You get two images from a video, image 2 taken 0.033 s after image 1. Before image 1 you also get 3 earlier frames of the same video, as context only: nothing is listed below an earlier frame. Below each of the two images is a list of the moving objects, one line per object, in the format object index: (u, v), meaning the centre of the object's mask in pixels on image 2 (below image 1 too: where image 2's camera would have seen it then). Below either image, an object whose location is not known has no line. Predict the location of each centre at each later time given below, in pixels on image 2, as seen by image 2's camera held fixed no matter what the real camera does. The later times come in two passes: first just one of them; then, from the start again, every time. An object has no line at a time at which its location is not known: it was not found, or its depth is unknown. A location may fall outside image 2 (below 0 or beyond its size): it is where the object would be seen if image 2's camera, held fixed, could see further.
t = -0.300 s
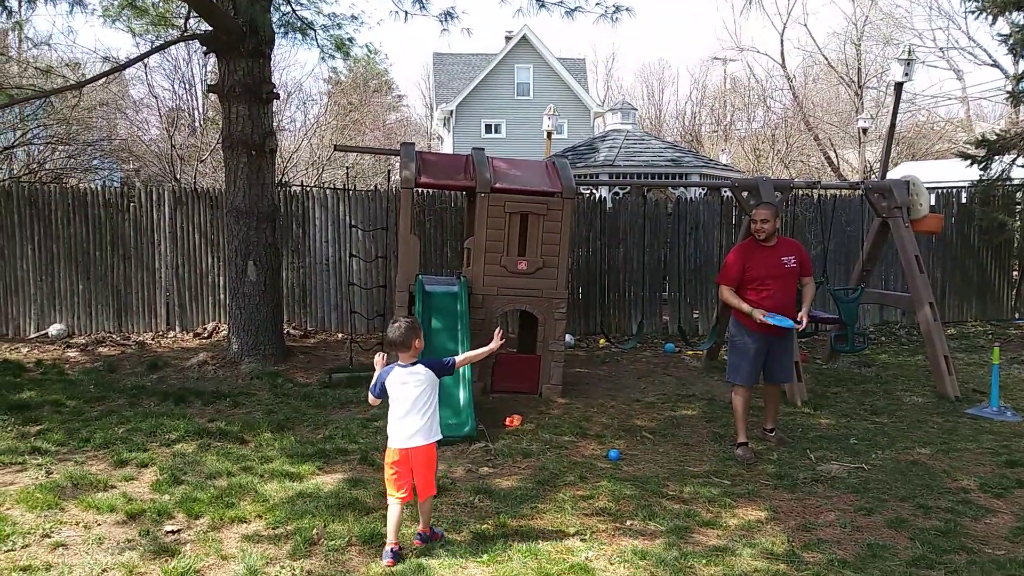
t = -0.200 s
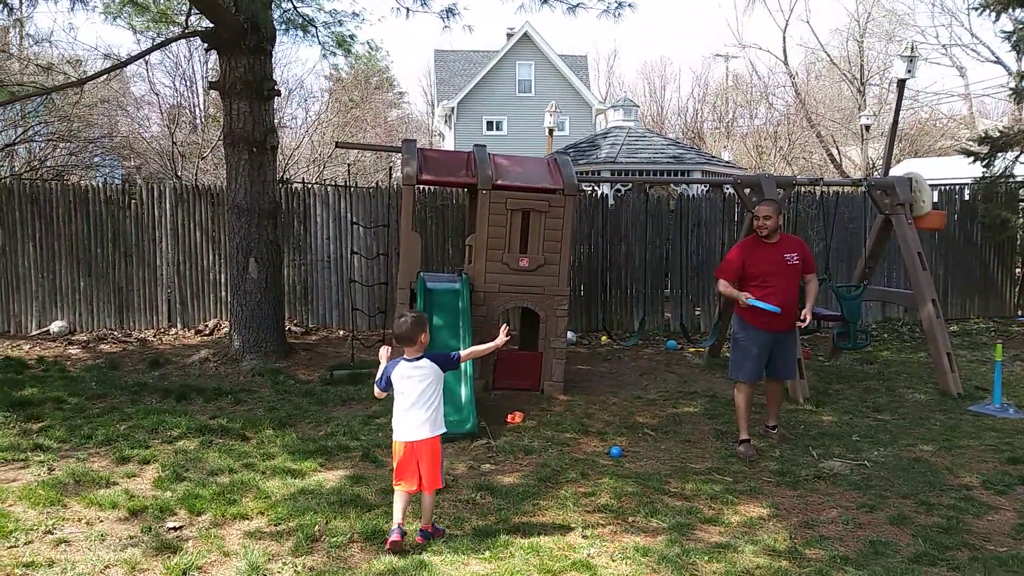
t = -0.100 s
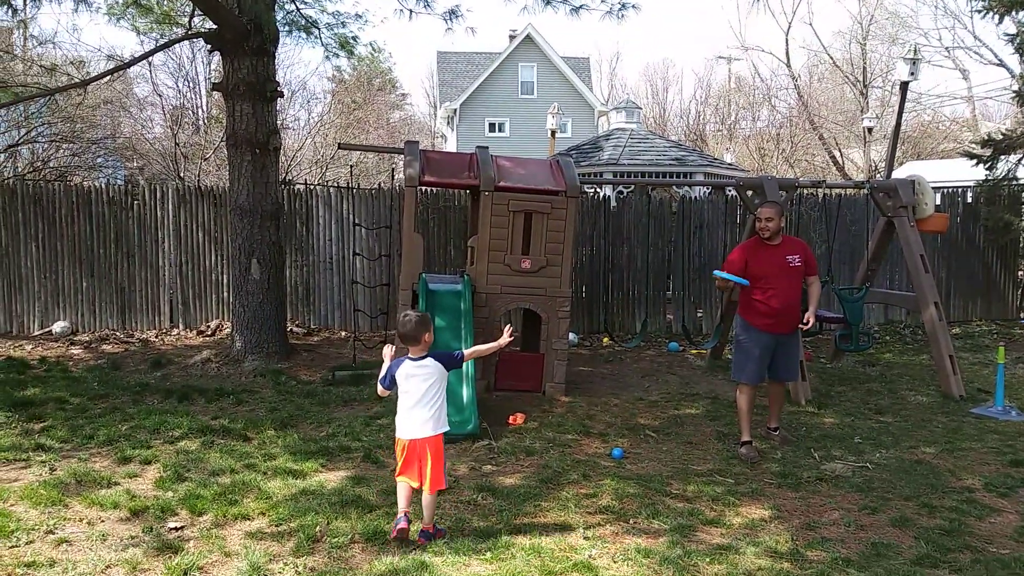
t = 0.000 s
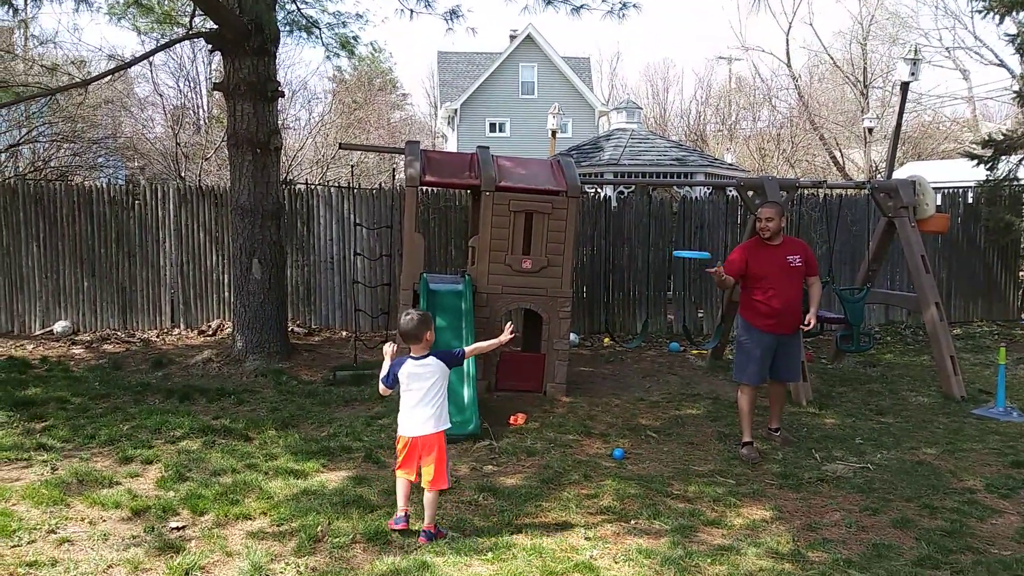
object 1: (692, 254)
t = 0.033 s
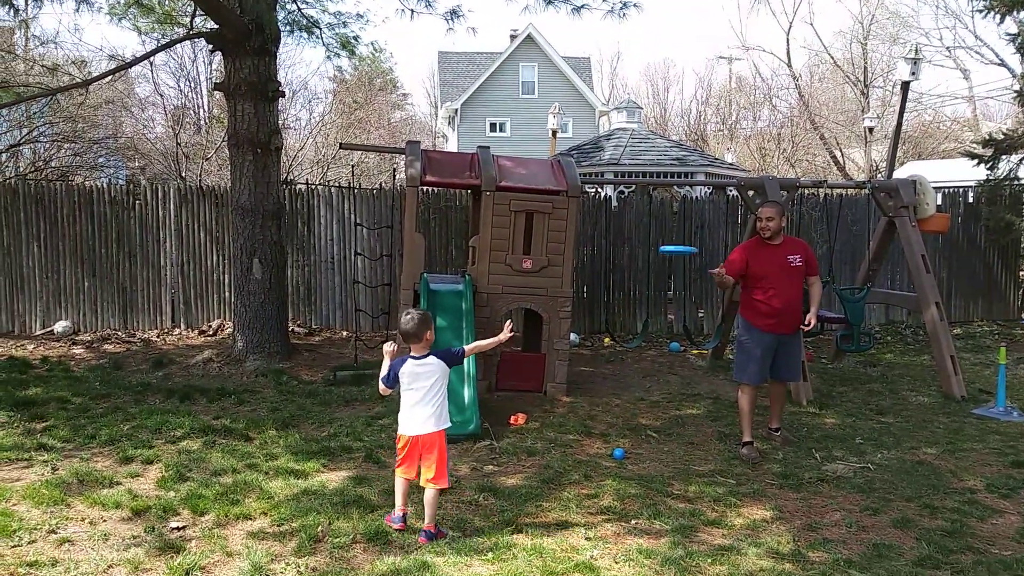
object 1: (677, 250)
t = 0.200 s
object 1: (606, 252)
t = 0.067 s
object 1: (664, 247)
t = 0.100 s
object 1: (649, 246)
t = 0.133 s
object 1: (635, 247)
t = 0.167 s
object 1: (619, 249)
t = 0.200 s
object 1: (606, 252)
